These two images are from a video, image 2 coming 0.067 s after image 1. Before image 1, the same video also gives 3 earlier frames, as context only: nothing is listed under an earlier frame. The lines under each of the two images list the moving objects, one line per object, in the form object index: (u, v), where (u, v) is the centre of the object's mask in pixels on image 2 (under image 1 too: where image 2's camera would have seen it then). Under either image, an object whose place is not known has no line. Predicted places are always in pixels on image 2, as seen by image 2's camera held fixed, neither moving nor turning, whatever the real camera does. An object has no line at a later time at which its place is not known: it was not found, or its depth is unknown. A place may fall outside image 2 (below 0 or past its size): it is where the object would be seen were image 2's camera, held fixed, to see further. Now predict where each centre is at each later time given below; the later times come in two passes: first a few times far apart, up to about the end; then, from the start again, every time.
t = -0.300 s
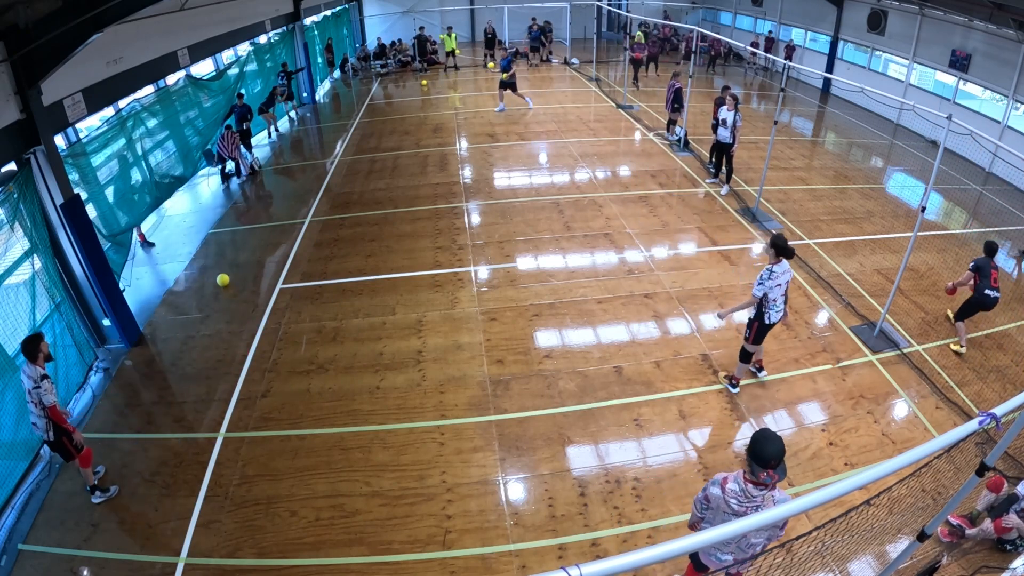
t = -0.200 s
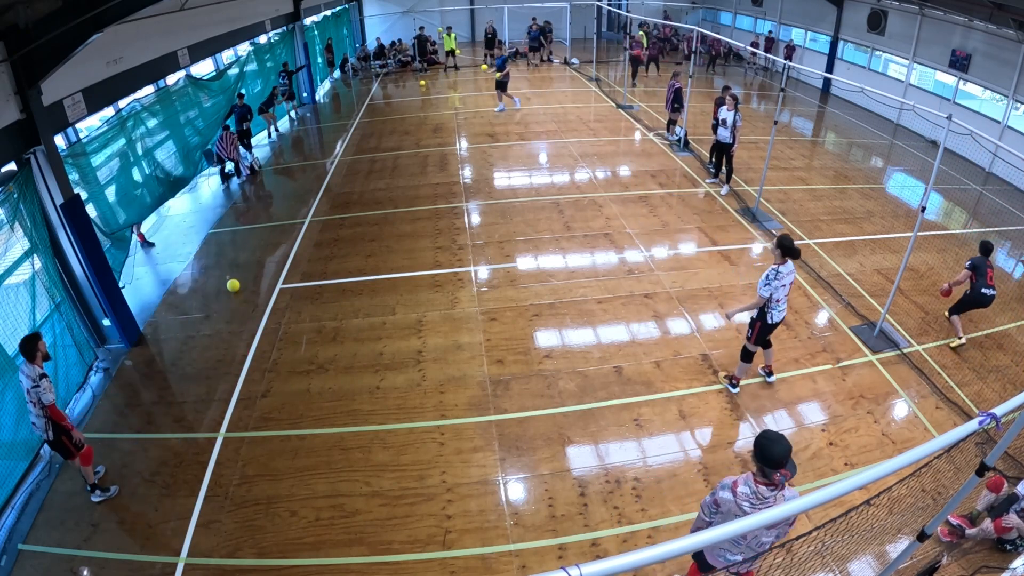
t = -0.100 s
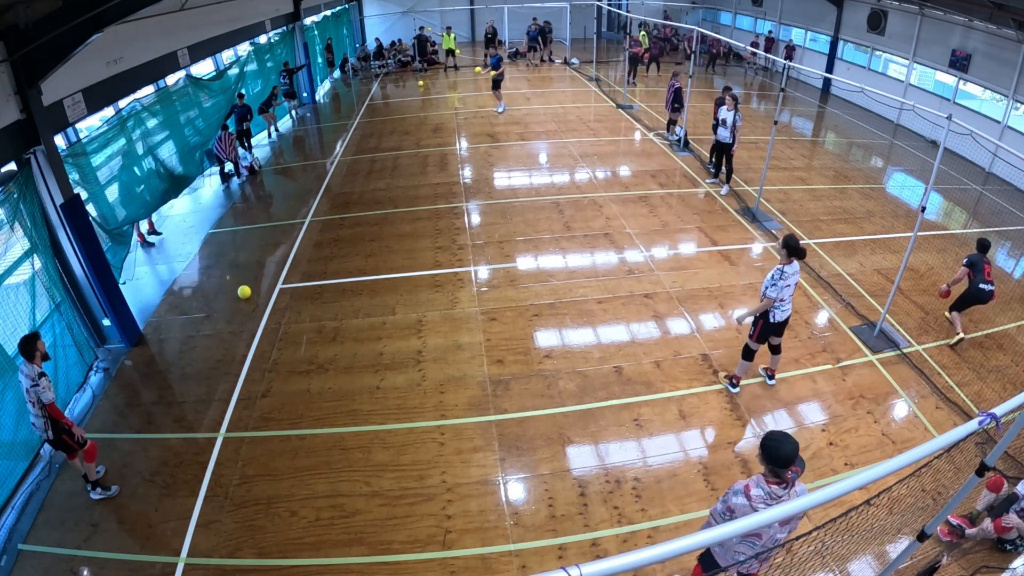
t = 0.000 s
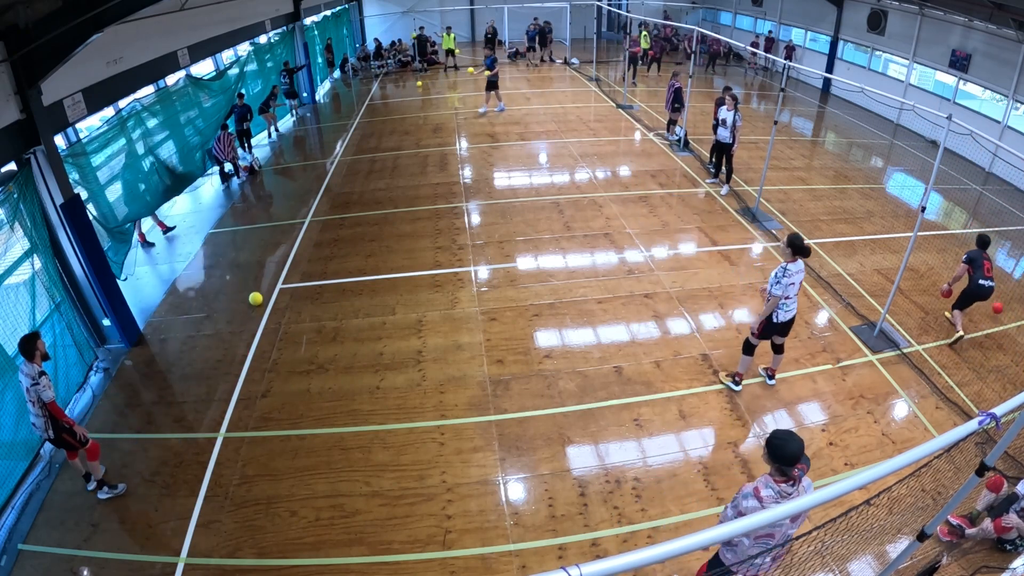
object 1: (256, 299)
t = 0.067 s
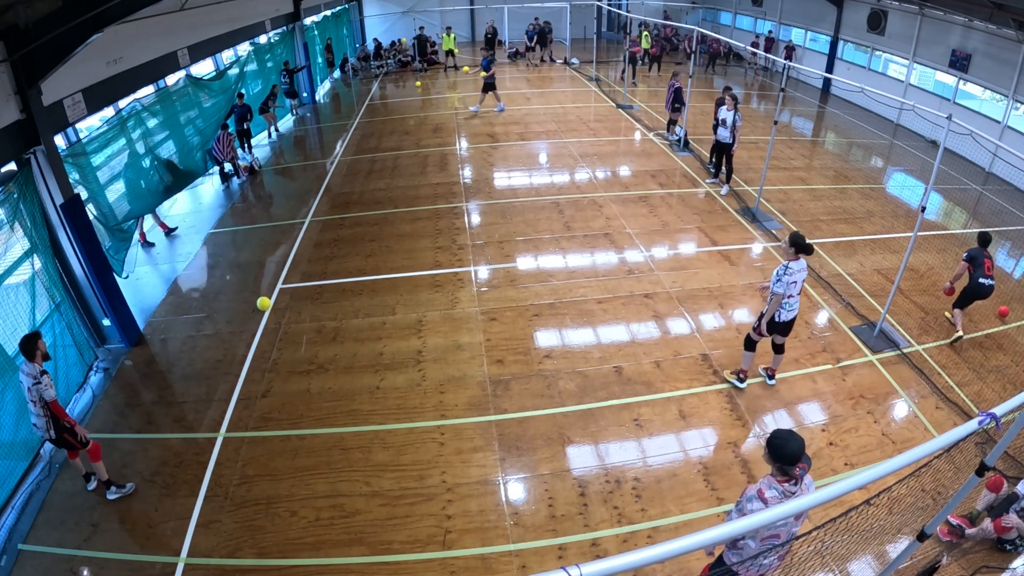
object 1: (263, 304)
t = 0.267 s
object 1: (289, 319)
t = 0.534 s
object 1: (326, 340)
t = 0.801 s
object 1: (370, 364)
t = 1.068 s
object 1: (419, 390)
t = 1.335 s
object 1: (473, 417)
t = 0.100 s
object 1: (268, 306)
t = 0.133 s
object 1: (272, 309)
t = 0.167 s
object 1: (276, 311)
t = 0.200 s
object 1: (280, 314)
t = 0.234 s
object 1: (284, 316)
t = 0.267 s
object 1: (289, 319)
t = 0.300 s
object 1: (293, 321)
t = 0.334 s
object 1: (298, 324)
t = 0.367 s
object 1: (302, 327)
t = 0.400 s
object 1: (307, 329)
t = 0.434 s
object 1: (312, 332)
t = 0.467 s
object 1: (317, 335)
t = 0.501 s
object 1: (322, 338)
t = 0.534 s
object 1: (326, 340)
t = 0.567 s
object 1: (332, 343)
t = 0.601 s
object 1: (337, 346)
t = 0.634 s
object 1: (342, 349)
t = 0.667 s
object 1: (347, 352)
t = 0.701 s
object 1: (353, 355)
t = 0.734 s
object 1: (358, 358)
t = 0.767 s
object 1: (364, 361)
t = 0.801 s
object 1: (370, 364)
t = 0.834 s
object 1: (375, 367)
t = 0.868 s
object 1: (381, 371)
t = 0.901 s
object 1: (387, 373)
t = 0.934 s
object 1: (393, 377)
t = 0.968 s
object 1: (399, 380)
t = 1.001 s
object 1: (406, 383)
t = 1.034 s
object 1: (412, 387)
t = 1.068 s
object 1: (419, 390)
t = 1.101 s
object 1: (425, 393)
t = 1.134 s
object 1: (432, 397)
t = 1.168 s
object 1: (438, 400)
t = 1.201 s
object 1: (445, 403)
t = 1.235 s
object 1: (452, 407)
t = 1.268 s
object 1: (459, 411)
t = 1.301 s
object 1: (466, 414)
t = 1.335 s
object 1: (473, 417)
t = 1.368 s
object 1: (480, 421)
